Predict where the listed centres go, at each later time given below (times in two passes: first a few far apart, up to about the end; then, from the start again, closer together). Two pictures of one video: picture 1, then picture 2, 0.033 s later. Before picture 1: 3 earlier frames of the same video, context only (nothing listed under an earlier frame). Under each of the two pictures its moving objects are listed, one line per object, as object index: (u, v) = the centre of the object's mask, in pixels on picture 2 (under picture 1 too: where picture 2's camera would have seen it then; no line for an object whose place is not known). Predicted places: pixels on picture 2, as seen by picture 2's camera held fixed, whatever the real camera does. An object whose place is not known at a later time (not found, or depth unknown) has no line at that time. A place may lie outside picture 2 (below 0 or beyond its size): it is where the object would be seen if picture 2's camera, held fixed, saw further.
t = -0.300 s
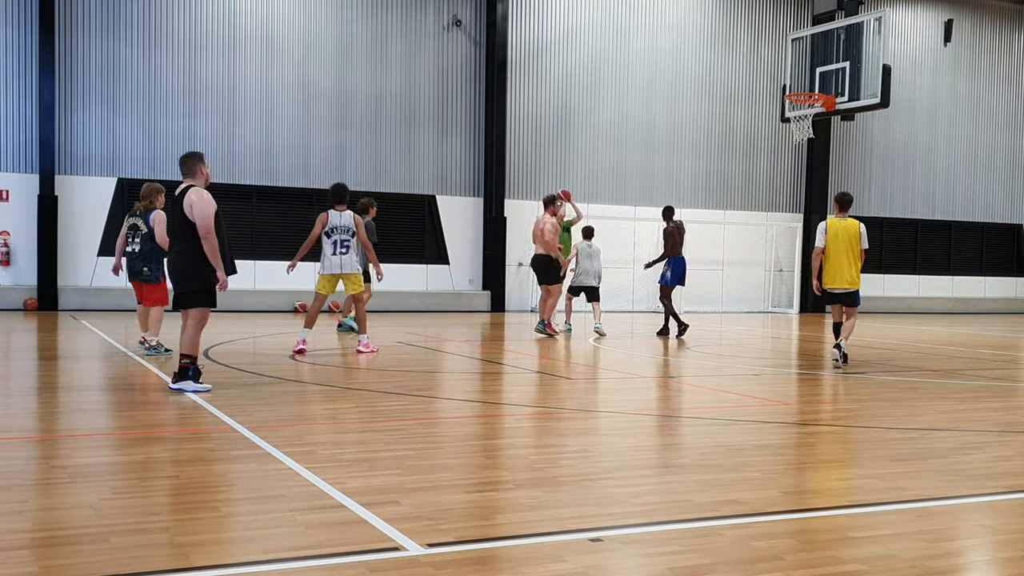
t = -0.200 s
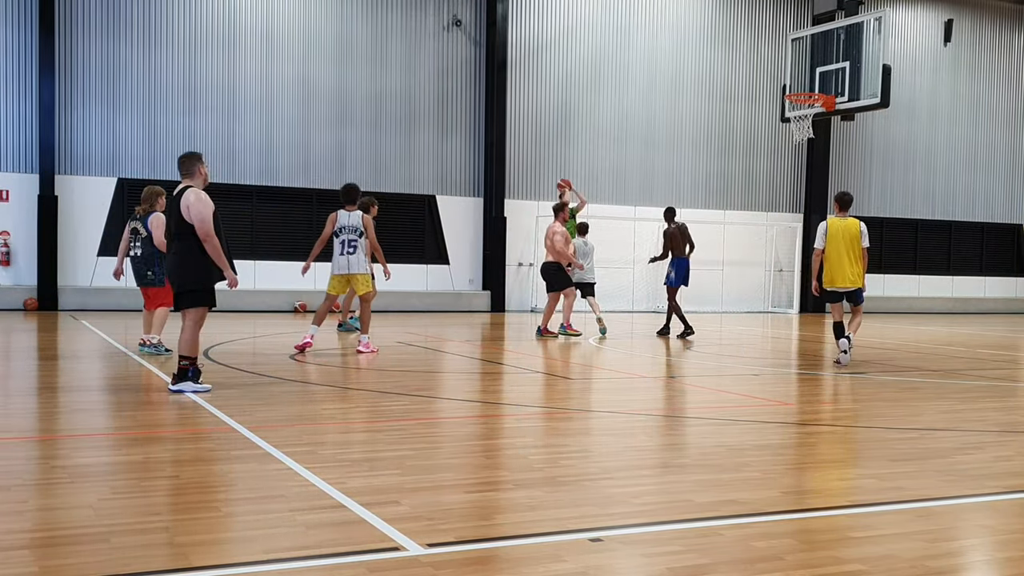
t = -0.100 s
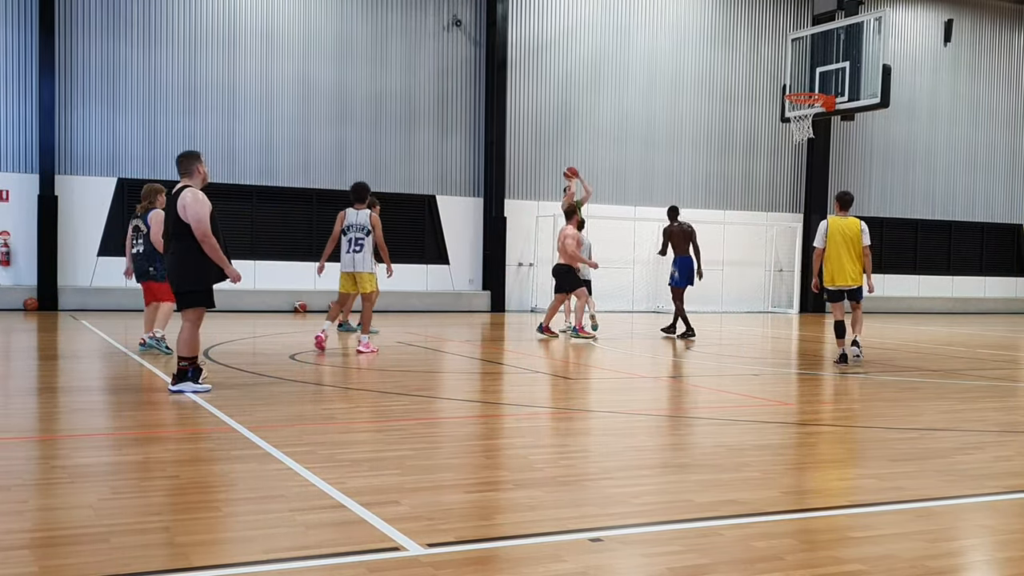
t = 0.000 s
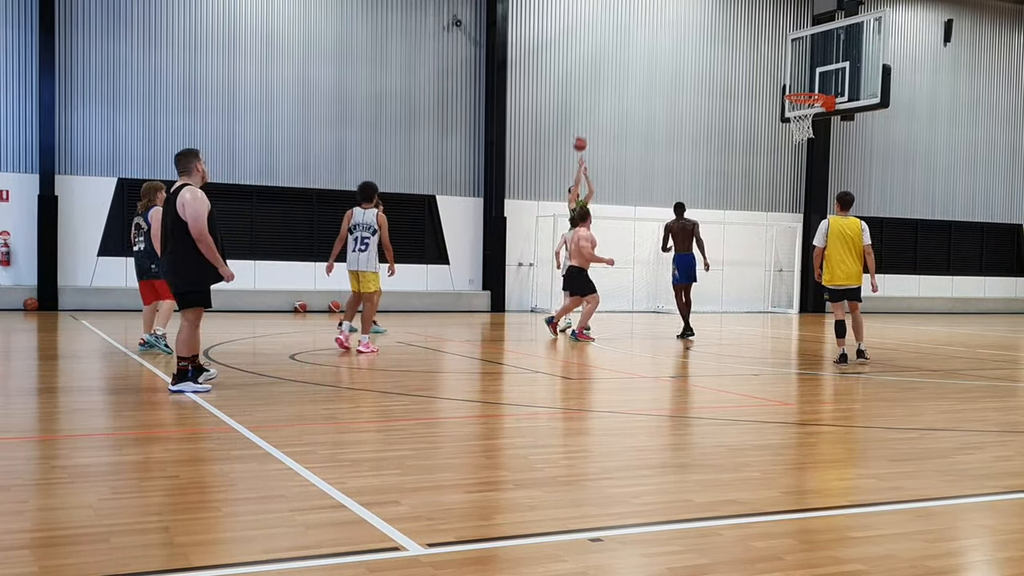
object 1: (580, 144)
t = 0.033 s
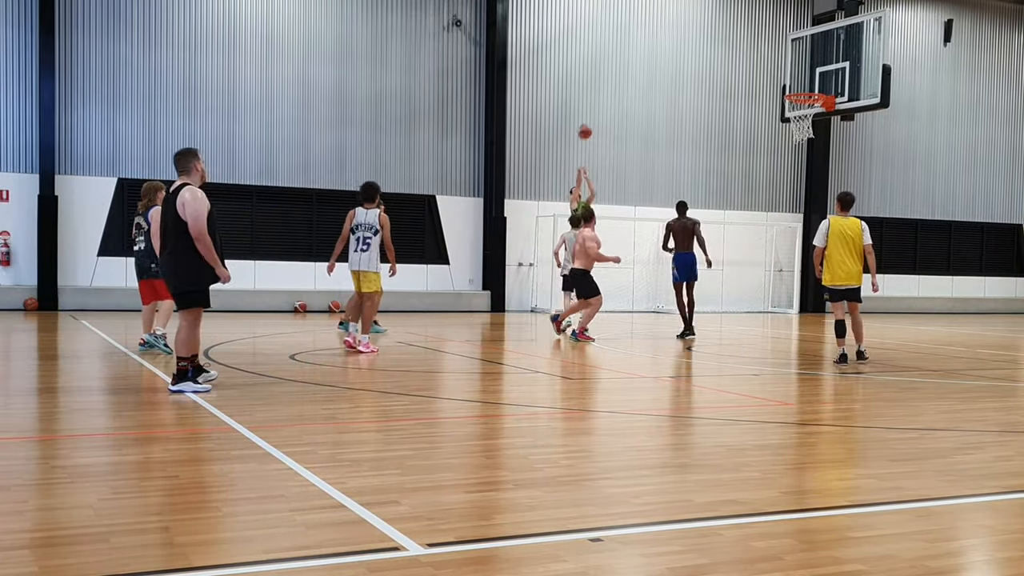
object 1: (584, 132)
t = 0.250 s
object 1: (620, 65)
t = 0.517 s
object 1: (666, 16)
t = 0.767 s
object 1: (715, 10)
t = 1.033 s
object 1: (772, 58)
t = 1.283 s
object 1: (821, 125)
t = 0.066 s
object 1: (590, 121)
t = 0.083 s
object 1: (593, 115)
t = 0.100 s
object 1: (595, 109)
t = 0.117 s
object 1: (597, 103)
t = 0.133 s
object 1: (600, 98)
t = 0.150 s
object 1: (603, 93)
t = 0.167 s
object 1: (606, 88)
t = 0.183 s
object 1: (609, 83)
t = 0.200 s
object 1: (611, 78)
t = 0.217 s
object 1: (614, 74)
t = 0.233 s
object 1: (616, 69)
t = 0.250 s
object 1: (620, 65)
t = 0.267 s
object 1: (623, 60)
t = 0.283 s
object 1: (625, 57)
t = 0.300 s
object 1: (628, 53)
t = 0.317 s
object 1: (631, 49)
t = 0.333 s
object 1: (634, 45)
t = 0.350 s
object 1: (637, 42)
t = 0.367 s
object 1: (640, 38)
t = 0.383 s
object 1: (643, 35)
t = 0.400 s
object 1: (645, 32)
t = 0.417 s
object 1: (648, 29)
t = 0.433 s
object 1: (652, 26)
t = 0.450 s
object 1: (654, 24)
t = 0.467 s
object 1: (657, 22)
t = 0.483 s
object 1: (660, 19)
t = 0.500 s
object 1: (663, 17)
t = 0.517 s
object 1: (666, 16)
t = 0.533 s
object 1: (669, 14)
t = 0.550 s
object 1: (673, 13)
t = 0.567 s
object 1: (676, 11)
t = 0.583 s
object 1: (679, 10)
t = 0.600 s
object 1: (682, 9)
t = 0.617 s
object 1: (685, 8)
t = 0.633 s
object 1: (688, 8)
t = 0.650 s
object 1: (692, 8)
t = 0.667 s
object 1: (695, 8)
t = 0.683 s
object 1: (698, 8)
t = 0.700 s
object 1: (702, 8)
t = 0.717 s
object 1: (705, 8)
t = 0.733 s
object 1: (708, 8)
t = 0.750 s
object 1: (711, 9)
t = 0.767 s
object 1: (715, 10)
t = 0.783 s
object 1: (718, 11)
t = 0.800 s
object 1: (722, 13)
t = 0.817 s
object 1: (725, 15)
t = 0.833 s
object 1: (728, 17)
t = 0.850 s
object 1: (732, 19)
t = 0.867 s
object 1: (735, 21)
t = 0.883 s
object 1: (739, 24)
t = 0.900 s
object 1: (742, 27)
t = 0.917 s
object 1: (746, 30)
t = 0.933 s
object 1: (750, 33)
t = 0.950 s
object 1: (753, 37)
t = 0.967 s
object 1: (757, 40)
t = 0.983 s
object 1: (761, 45)
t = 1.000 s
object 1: (765, 49)
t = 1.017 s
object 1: (769, 54)
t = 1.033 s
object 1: (772, 58)
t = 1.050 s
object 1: (776, 63)
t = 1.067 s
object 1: (780, 68)
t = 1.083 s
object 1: (784, 74)
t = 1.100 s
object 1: (788, 80)
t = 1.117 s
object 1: (792, 86)
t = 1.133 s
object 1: (795, 88)
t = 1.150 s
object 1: (799, 96)
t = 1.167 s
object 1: (805, 106)
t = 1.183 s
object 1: (808, 112)
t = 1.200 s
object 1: (810, 117)
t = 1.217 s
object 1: (814, 118)
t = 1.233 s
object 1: (815, 117)
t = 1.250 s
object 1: (817, 121)
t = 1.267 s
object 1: (819, 123)
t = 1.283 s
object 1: (821, 125)
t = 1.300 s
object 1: (823, 127)
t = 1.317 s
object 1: (825, 130)
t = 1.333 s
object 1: (827, 132)
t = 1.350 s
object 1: (829, 136)
